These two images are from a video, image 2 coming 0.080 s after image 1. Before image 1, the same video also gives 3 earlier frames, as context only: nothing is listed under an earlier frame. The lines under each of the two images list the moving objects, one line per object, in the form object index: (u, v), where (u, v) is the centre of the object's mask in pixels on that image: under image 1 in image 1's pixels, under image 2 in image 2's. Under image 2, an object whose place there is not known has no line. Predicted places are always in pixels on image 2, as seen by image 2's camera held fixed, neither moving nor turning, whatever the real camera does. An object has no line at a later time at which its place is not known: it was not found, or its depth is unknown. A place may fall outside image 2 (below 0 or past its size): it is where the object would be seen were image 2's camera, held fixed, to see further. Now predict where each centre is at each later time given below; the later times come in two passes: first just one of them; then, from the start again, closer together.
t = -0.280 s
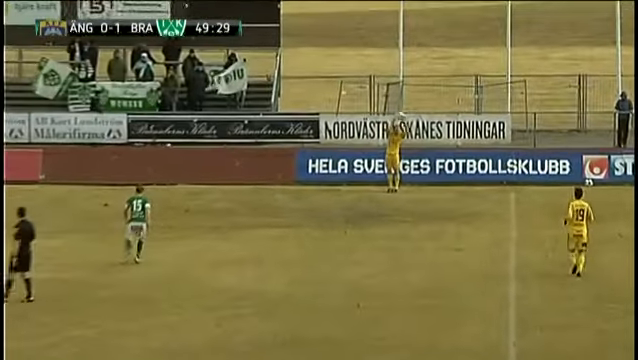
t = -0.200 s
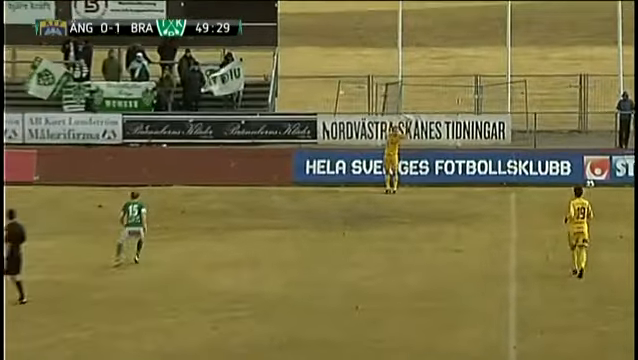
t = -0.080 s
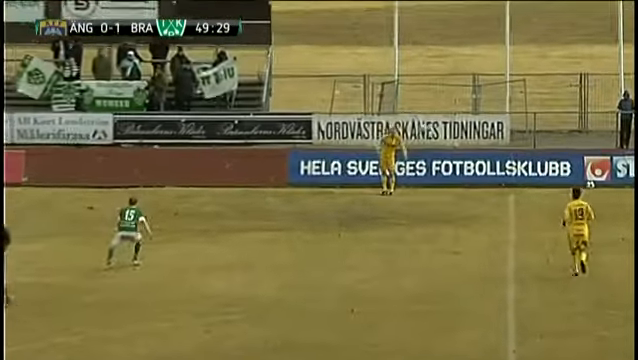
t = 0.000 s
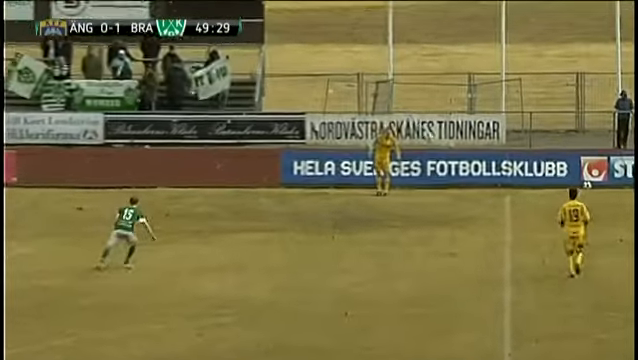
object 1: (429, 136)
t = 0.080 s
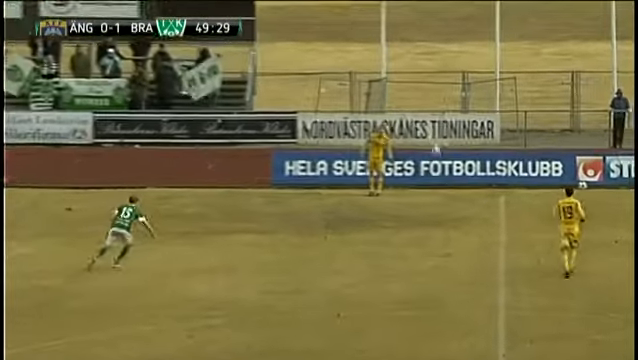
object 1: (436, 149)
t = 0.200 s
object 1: (454, 173)
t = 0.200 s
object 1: (454, 173)
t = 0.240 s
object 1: (460, 183)
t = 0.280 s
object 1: (467, 192)
